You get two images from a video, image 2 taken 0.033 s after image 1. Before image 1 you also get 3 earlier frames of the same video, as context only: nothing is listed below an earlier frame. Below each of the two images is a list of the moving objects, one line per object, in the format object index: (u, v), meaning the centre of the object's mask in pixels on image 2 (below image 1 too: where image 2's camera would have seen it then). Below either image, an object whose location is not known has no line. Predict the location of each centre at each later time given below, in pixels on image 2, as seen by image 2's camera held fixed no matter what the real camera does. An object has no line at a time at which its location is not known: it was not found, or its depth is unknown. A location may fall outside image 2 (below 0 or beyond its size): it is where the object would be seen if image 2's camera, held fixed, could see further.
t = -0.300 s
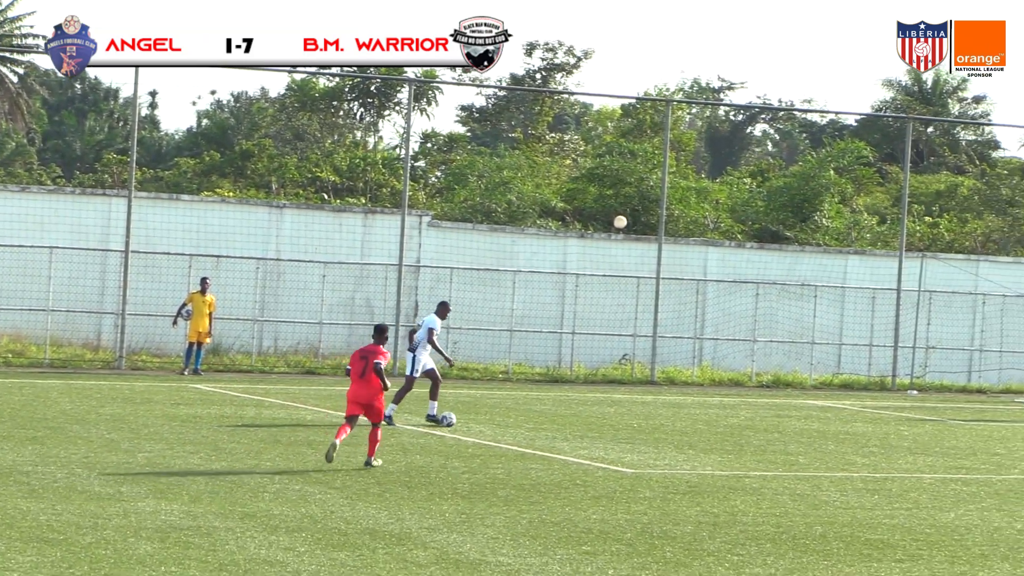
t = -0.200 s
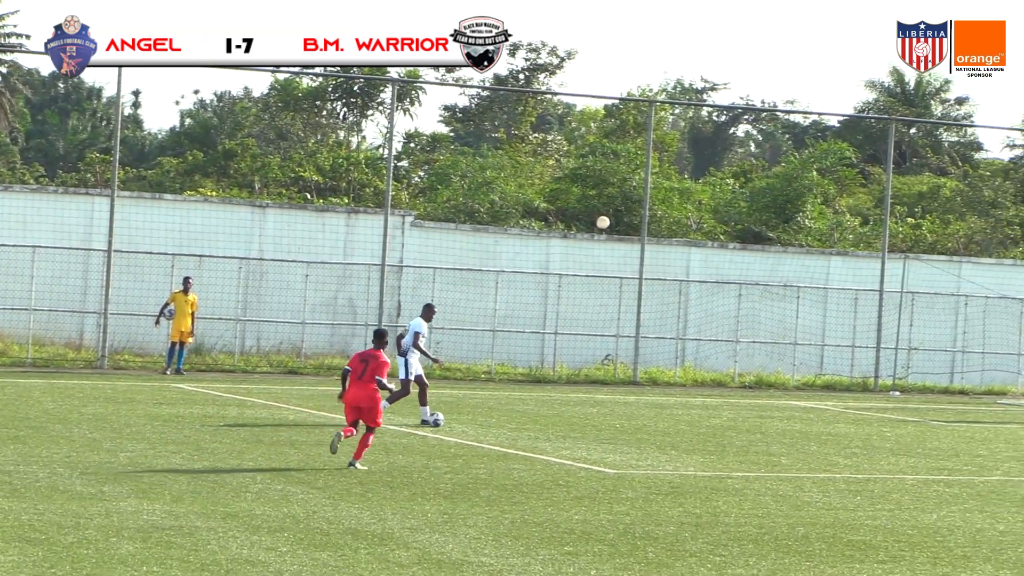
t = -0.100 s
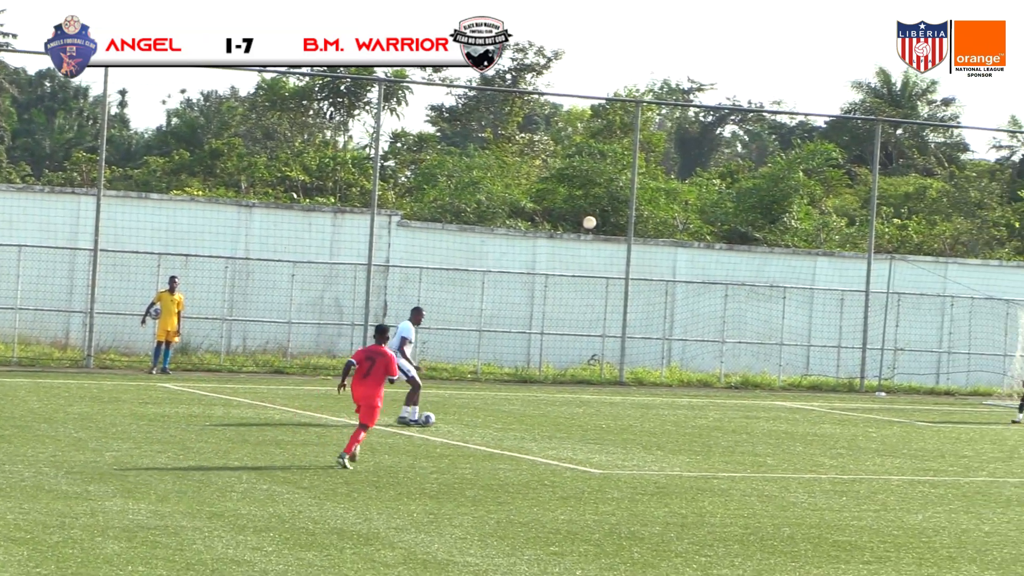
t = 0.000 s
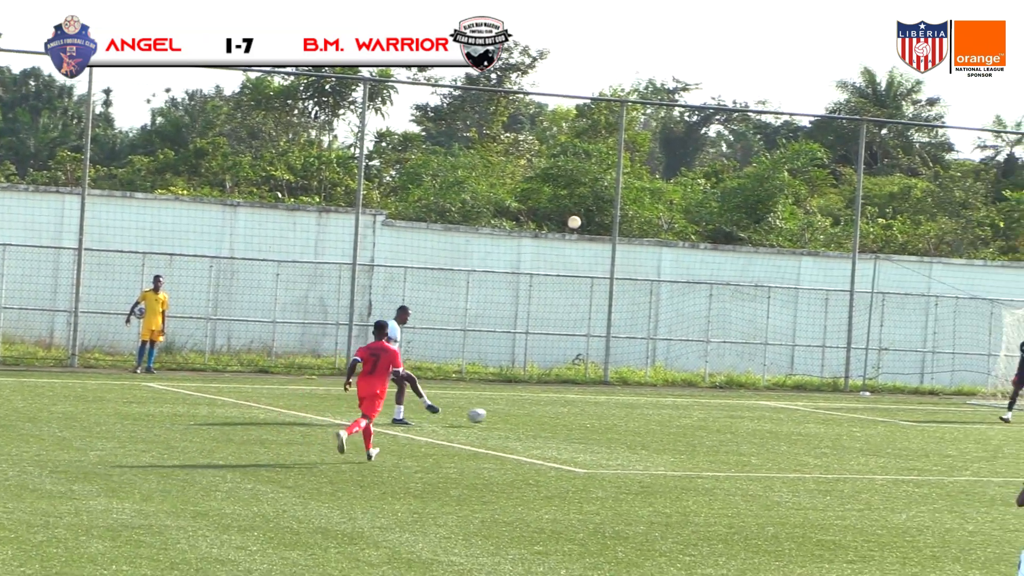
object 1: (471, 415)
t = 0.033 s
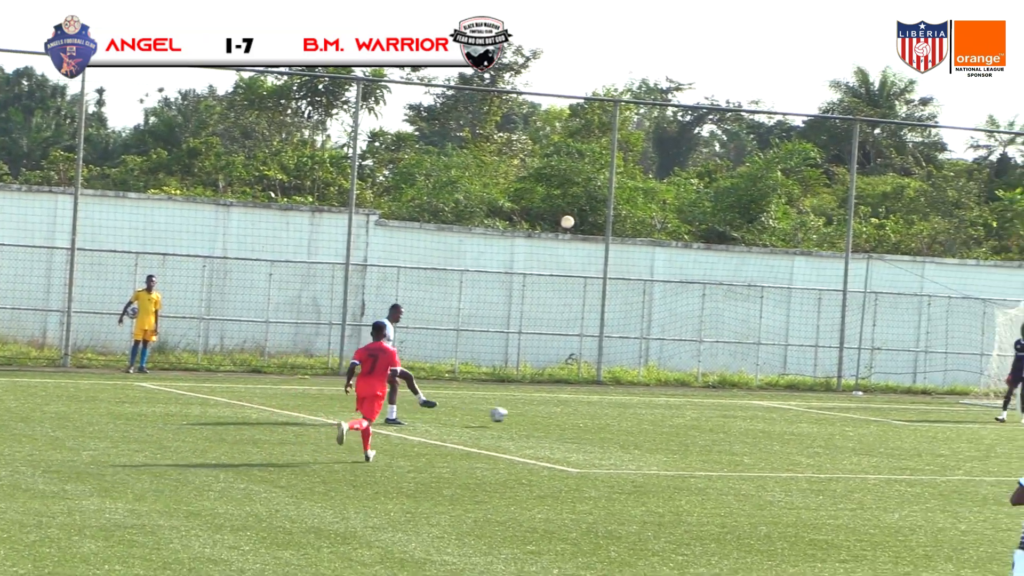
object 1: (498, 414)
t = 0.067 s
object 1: (524, 415)
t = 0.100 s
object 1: (548, 416)
